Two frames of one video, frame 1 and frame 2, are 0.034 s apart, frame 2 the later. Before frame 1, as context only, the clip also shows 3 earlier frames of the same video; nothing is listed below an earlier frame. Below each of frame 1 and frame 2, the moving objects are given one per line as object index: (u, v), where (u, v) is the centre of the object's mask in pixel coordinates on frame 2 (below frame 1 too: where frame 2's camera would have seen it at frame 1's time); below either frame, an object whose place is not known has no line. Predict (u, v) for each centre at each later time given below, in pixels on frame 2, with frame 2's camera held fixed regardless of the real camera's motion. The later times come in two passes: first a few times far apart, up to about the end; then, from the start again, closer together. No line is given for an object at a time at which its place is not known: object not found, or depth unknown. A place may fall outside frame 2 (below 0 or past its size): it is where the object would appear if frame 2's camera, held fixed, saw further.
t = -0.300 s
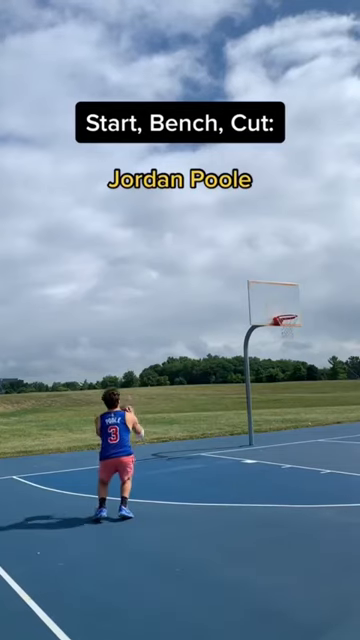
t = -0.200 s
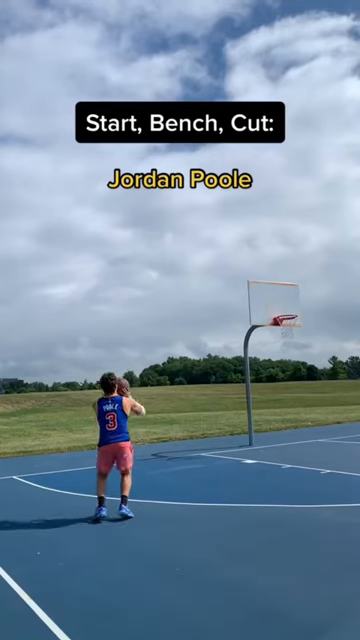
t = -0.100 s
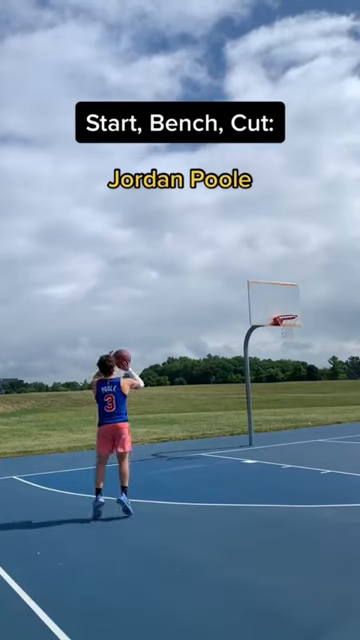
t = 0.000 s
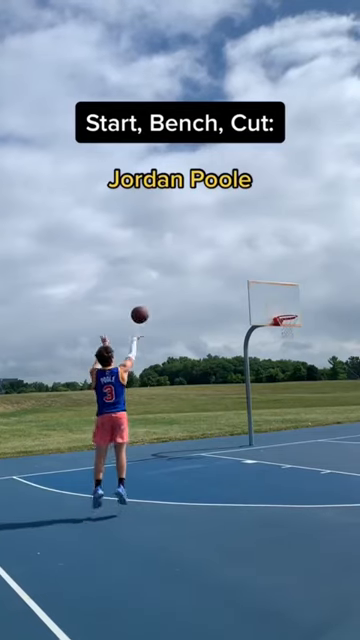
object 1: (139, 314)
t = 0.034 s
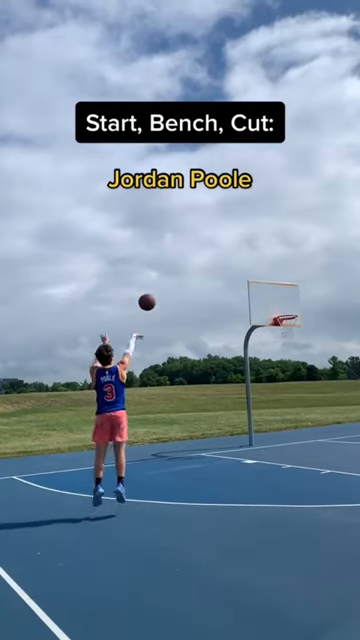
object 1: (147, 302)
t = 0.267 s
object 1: (189, 246)
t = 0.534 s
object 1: (227, 233)
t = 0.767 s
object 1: (252, 250)
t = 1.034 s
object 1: (276, 295)
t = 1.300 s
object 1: (291, 331)
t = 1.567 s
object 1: (300, 359)
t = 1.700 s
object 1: (305, 384)
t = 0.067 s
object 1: (154, 290)
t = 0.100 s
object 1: (160, 281)
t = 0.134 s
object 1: (166, 272)
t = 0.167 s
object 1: (172, 264)
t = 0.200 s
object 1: (178, 257)
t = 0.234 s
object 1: (184, 251)
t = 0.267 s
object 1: (189, 246)
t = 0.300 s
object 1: (195, 242)
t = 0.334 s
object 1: (200, 239)
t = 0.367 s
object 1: (205, 236)
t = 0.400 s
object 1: (210, 234)
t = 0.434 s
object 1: (214, 233)
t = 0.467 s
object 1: (219, 232)
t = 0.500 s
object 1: (223, 232)
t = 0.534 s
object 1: (227, 233)
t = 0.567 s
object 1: (231, 234)
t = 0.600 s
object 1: (235, 236)
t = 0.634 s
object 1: (239, 238)
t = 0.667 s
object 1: (242, 240)
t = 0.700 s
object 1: (246, 243)
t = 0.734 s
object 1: (249, 246)
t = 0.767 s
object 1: (252, 250)
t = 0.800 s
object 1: (256, 255)
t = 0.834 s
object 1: (259, 259)
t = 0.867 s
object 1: (262, 264)
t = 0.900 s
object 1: (265, 269)
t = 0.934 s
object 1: (267, 275)
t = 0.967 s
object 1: (270, 281)
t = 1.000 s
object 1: (273, 288)
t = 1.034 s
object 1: (276, 295)
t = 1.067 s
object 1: (278, 302)
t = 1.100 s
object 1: (281, 309)
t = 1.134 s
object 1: (284, 317)
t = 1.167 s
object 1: (287, 324)
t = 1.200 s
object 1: (288, 327)
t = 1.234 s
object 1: (289, 328)
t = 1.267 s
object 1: (290, 329)
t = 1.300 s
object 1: (291, 331)
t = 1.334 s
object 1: (291, 333)
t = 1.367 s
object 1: (293, 335)
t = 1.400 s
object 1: (294, 338)
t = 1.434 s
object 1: (295, 341)
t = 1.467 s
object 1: (296, 345)
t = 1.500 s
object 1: (297, 349)
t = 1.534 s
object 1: (298, 354)
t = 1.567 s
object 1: (300, 359)
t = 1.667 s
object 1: (305, 377)
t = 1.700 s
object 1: (305, 384)
